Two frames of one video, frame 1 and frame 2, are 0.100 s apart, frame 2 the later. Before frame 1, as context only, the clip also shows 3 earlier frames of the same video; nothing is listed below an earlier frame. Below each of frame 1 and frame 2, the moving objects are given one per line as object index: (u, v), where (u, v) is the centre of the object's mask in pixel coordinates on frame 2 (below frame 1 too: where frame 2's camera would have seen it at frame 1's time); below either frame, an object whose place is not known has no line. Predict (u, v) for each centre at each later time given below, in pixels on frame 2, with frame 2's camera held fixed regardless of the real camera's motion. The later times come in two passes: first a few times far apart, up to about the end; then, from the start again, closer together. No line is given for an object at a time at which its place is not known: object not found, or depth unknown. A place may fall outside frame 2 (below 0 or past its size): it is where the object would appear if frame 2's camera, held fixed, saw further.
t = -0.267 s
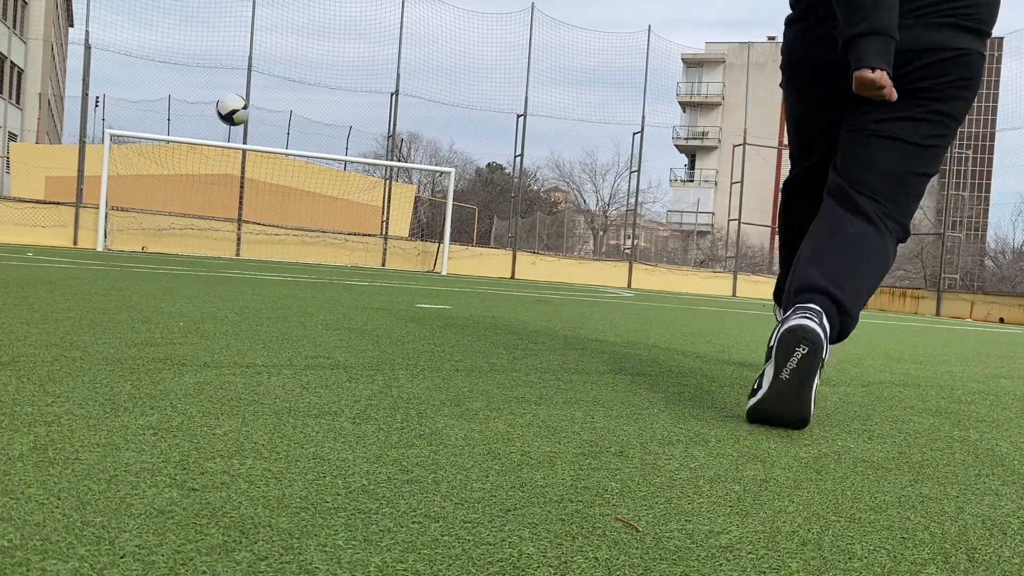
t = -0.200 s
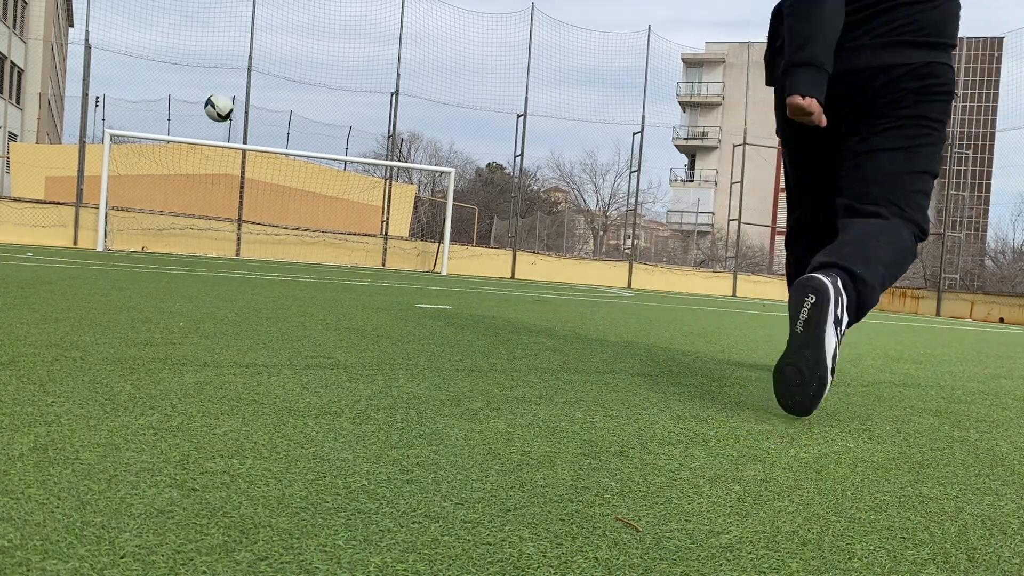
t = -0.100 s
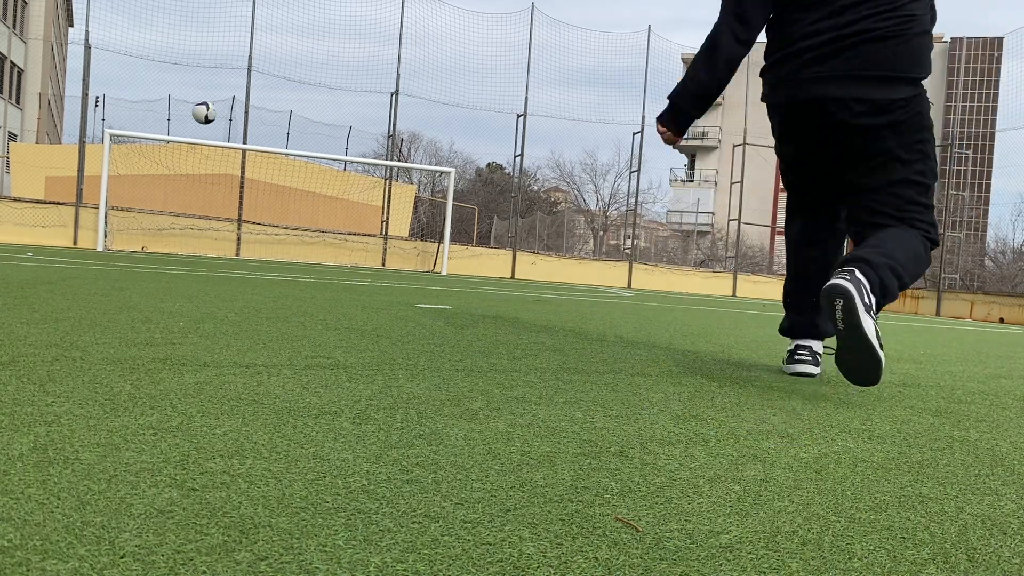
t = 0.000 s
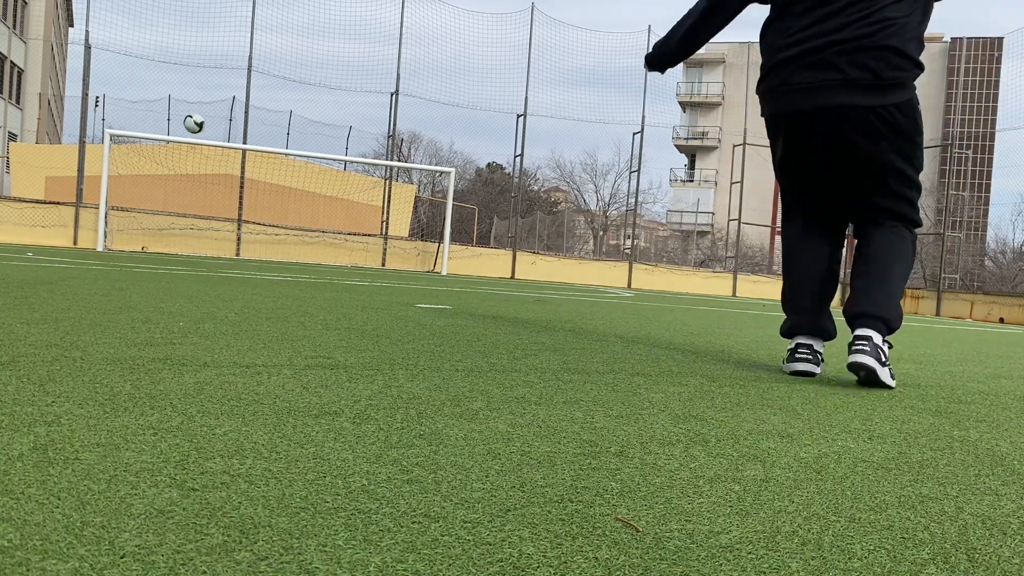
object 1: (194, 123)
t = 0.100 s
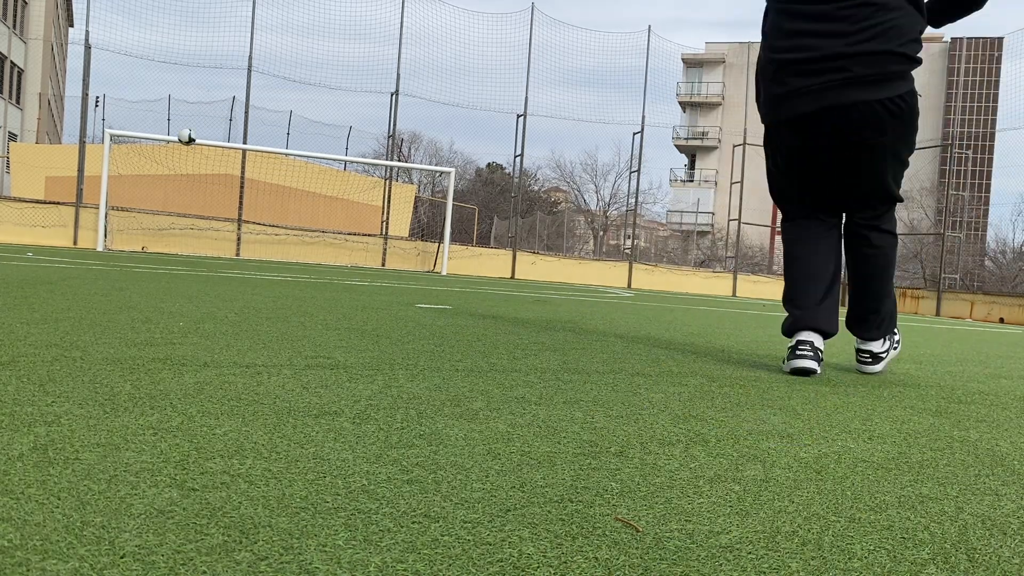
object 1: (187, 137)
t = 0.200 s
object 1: (181, 153)
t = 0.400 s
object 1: (173, 188)
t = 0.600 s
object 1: (164, 221)
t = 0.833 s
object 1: (148, 232)
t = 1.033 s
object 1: (141, 207)
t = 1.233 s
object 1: (131, 209)
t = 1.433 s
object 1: (121, 243)
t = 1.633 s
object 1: (110, 219)
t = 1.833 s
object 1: (95, 215)
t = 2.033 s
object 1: (78, 250)
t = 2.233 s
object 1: (63, 220)
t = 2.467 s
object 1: (38, 236)
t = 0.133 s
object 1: (185, 142)
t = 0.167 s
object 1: (183, 148)
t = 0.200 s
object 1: (181, 153)
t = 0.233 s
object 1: (180, 156)
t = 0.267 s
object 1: (179, 162)
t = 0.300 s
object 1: (178, 168)
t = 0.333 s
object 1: (176, 175)
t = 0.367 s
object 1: (175, 181)
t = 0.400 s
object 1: (173, 188)
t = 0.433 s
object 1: (173, 194)
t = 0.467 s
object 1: (172, 201)
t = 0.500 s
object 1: (171, 207)
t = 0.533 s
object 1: (170, 214)
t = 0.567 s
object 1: (167, 217)
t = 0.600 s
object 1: (164, 221)
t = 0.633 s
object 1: (161, 226)
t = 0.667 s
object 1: (158, 232)
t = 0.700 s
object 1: (155, 239)
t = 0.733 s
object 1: (151, 246)
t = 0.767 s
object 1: (149, 246)
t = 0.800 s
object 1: (148, 238)
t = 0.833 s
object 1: (148, 232)
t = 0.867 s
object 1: (146, 226)
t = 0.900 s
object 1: (145, 220)
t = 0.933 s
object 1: (145, 216)
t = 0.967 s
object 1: (143, 212)
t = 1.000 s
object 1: (142, 209)
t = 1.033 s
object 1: (141, 207)
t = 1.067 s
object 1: (139, 205)
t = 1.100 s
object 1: (138, 203)
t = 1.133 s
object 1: (137, 204)
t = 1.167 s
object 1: (135, 204)
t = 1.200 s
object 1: (134, 205)
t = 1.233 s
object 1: (131, 209)
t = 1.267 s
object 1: (130, 212)
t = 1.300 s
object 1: (128, 216)
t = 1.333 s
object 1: (127, 221)
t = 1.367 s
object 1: (124, 227)
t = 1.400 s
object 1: (122, 234)
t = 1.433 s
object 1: (121, 243)
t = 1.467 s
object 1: (119, 247)
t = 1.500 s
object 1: (117, 240)
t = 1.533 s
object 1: (115, 234)
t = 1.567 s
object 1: (113, 229)
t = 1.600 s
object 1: (111, 223)
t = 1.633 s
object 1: (110, 219)
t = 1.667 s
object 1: (107, 216)
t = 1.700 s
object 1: (105, 214)
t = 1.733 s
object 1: (103, 213)
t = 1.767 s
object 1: (100, 212)
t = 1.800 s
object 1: (98, 213)
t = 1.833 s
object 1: (95, 215)
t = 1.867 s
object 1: (92, 217)
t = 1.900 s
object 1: (90, 221)
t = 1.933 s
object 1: (87, 226)
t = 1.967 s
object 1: (85, 233)
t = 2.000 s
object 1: (82, 240)
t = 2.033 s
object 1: (78, 250)
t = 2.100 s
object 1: (73, 238)
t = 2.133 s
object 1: (71, 233)
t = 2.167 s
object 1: (68, 227)
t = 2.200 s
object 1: (66, 223)
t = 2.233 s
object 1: (63, 220)
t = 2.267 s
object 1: (60, 218)
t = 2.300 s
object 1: (56, 218)
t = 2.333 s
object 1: (53, 218)
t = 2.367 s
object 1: (49, 221)
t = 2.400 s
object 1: (46, 225)
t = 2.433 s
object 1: (42, 230)
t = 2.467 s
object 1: (38, 236)
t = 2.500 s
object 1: (34, 246)
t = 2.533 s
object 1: (28, 250)
